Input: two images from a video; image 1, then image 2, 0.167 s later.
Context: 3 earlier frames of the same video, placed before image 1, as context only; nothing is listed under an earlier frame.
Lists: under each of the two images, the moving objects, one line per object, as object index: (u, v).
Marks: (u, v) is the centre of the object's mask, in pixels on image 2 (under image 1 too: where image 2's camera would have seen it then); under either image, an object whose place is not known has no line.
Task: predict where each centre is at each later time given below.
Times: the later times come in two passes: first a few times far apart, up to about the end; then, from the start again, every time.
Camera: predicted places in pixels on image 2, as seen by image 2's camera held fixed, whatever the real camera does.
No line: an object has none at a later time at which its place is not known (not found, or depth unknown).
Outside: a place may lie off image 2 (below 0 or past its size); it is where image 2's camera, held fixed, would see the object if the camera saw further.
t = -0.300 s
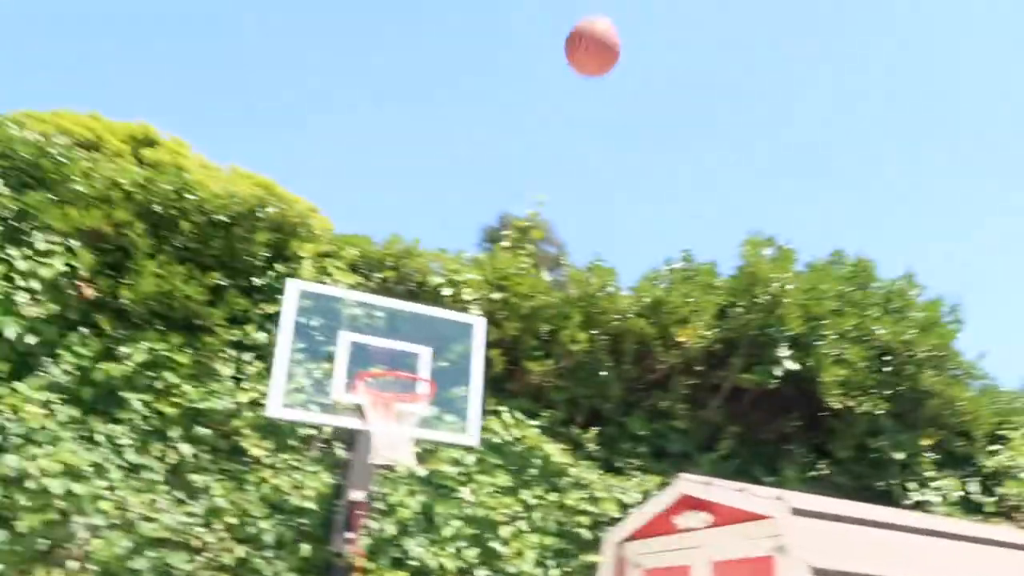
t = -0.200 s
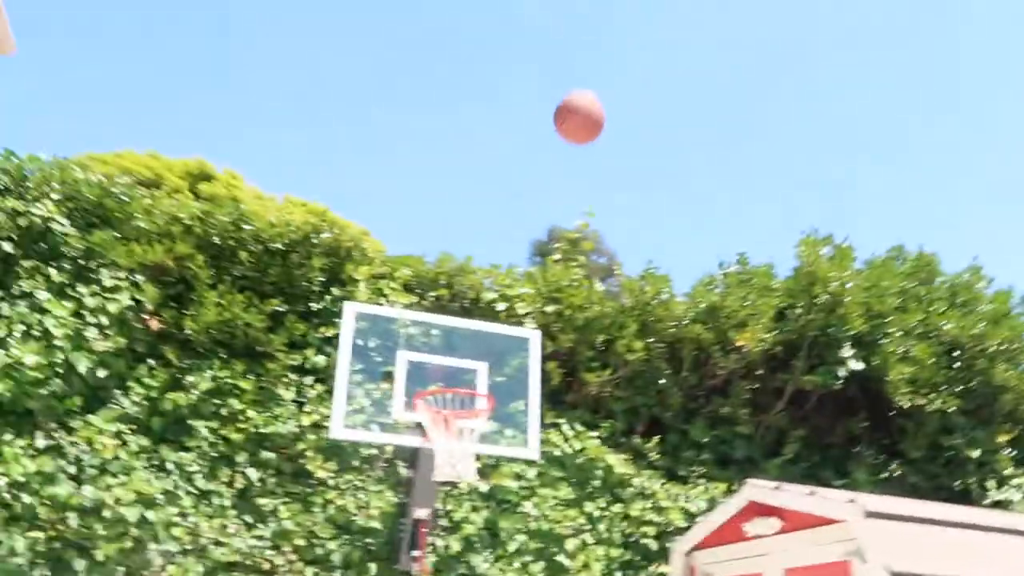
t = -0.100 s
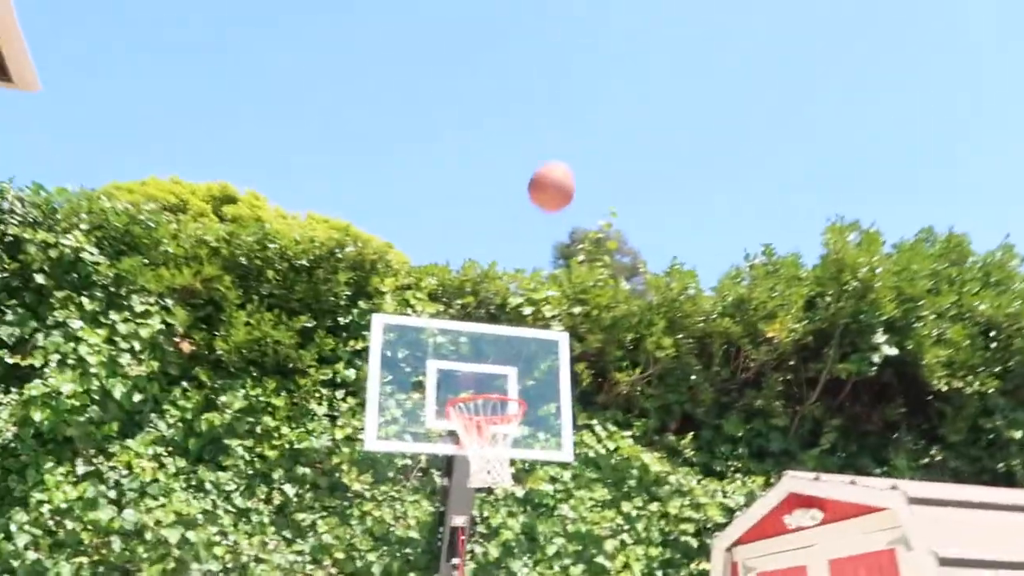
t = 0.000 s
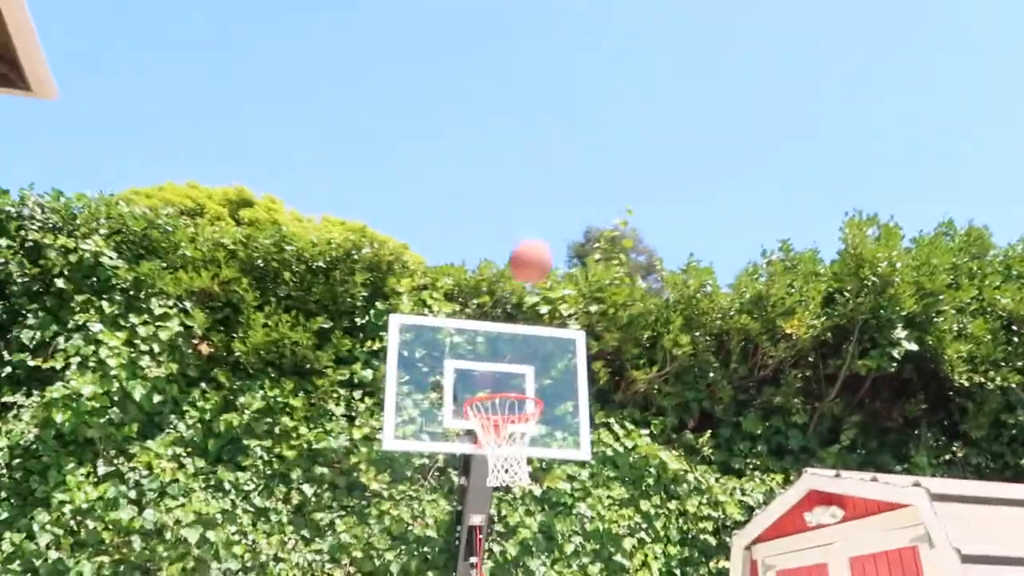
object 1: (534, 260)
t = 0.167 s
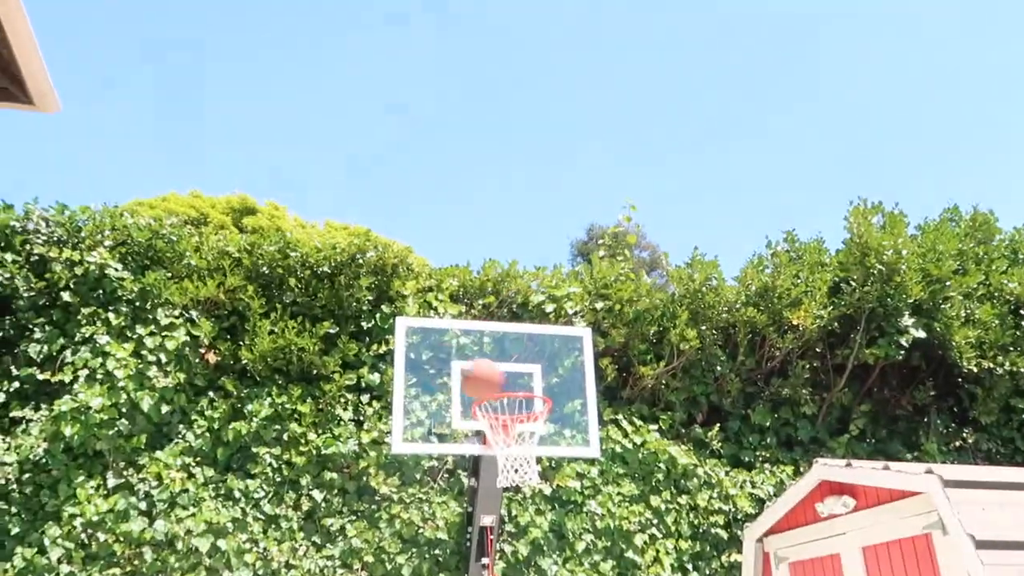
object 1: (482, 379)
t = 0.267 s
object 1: (431, 366)
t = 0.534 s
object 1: (245, 428)
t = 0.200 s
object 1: (466, 373)
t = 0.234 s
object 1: (449, 368)
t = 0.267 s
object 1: (431, 366)
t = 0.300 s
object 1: (416, 365)
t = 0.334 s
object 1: (394, 366)
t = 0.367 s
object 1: (372, 370)
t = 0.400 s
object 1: (352, 375)
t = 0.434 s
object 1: (329, 383)
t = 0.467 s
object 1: (303, 394)
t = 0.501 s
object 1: (274, 409)
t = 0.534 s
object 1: (245, 428)
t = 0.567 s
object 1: (213, 450)
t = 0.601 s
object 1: (175, 478)
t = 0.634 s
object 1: (134, 514)
